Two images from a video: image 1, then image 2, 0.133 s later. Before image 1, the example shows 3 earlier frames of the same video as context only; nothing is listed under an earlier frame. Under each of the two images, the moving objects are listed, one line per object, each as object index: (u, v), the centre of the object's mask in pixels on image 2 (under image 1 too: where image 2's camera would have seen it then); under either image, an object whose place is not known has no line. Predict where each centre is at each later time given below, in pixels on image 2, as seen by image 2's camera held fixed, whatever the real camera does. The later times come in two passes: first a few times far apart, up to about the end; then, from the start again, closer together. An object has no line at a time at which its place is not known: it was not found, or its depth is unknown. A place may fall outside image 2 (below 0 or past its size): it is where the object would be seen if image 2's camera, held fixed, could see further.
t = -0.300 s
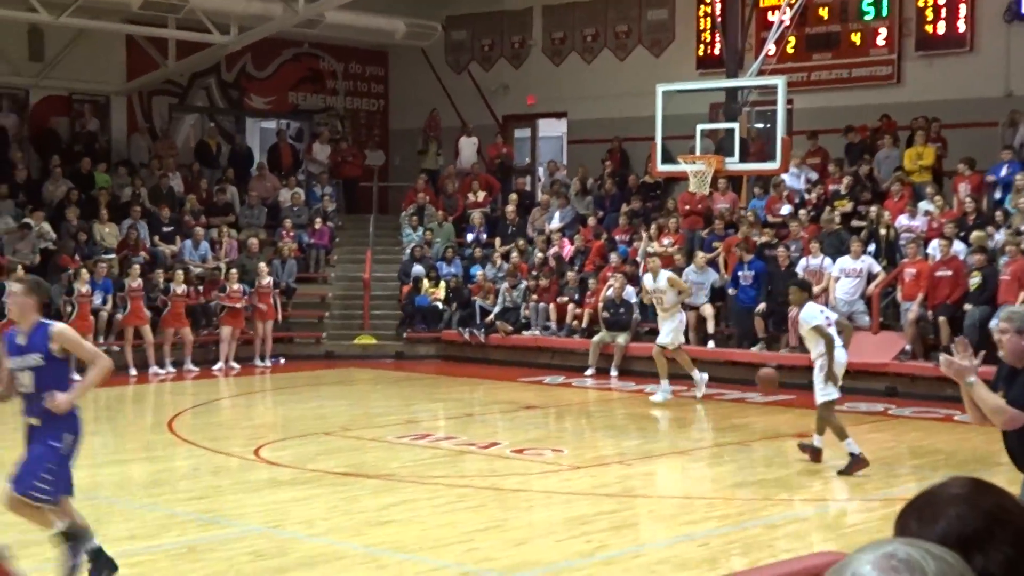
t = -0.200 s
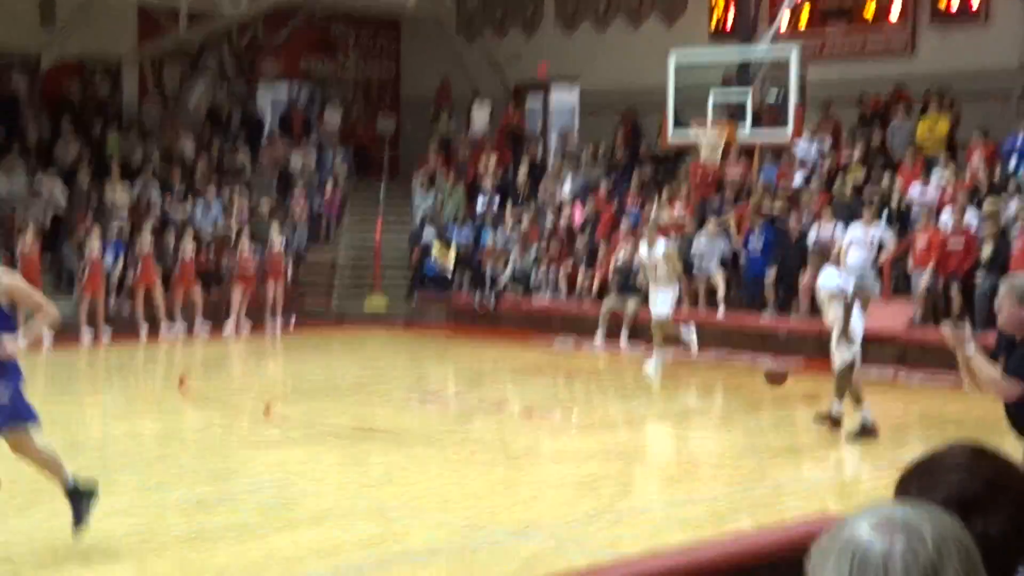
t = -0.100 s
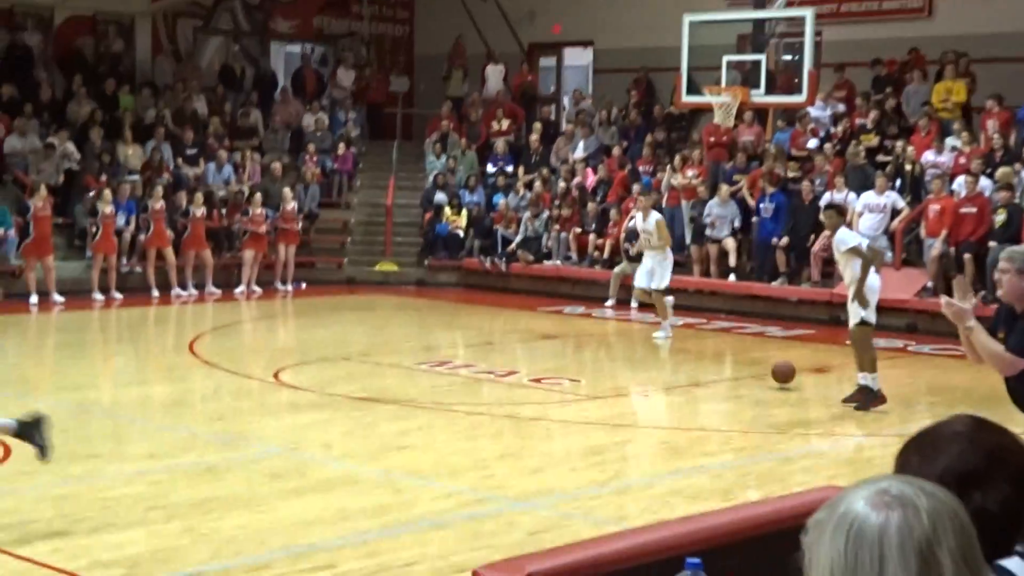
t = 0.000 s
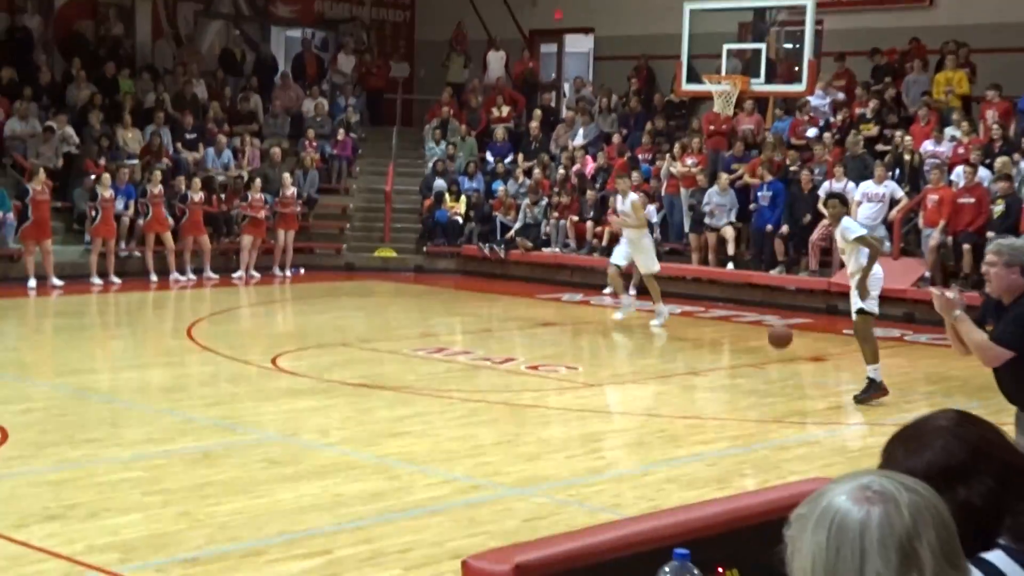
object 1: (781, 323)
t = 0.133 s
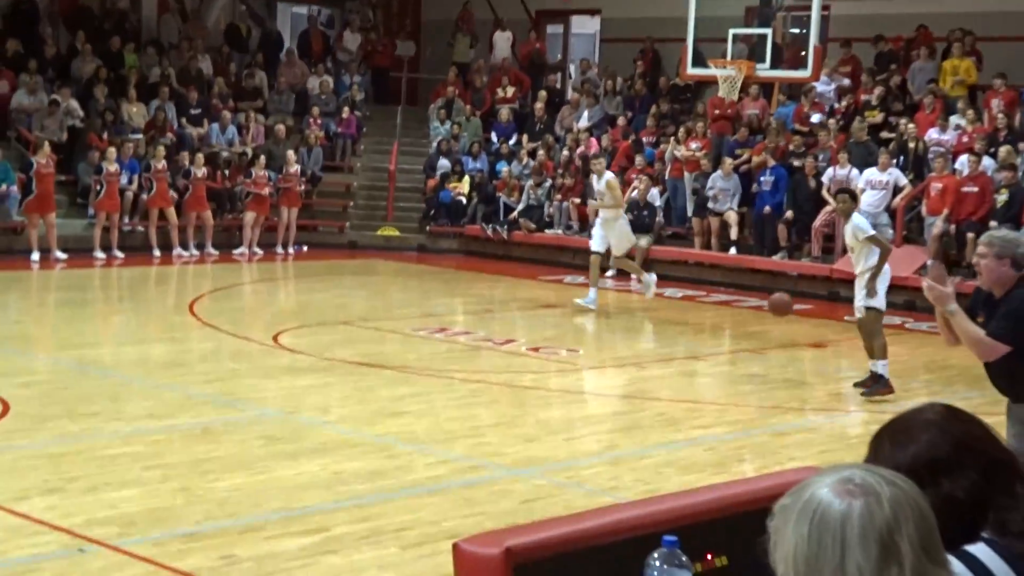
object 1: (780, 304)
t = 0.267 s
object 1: (779, 304)
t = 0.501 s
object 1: (774, 347)
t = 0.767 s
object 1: (771, 342)
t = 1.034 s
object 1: (766, 364)
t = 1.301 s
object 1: (762, 372)
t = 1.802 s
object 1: (752, 399)
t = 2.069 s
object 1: (745, 421)
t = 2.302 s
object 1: (739, 445)
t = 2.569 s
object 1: (733, 459)
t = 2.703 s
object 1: (730, 459)
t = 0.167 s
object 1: (780, 303)
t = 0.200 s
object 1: (780, 302)
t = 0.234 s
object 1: (779, 302)
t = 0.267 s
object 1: (779, 304)
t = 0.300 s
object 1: (779, 306)
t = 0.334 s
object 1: (778, 310)
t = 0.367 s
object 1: (777, 316)
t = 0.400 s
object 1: (776, 322)
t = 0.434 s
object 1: (775, 330)
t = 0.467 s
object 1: (775, 339)
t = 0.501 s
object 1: (774, 347)
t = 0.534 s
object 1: (773, 359)
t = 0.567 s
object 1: (772, 371)
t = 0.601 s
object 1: (772, 368)
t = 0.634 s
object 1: (772, 360)
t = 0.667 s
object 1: (772, 354)
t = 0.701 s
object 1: (772, 349)
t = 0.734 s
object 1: (772, 345)
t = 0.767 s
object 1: (771, 342)
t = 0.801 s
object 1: (771, 340)
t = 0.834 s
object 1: (771, 340)
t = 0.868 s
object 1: (770, 340)
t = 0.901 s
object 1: (769, 343)
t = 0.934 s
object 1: (769, 346)
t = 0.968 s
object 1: (768, 351)
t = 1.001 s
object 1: (767, 357)
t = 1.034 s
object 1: (766, 364)
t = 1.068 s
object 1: (765, 373)
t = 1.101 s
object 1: (764, 382)
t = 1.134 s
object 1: (763, 394)
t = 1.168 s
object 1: (763, 388)
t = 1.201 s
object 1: (762, 382)
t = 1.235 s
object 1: (762, 377)
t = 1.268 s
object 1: (762, 374)
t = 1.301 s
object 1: (762, 372)
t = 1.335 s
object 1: (761, 372)
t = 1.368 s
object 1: (760, 372)
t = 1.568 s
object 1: (756, 404)
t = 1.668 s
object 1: (754, 403)
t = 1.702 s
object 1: (754, 400)
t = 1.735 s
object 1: (753, 398)
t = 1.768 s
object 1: (753, 398)
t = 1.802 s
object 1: (752, 399)
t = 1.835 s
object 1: (751, 401)
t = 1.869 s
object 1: (750, 405)
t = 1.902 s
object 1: (749, 411)
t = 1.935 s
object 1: (748, 418)
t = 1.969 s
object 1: (747, 426)
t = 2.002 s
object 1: (746, 427)
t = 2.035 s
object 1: (746, 423)
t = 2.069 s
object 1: (745, 421)
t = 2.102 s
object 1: (745, 420)
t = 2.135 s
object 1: (743, 421)
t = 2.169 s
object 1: (743, 423)
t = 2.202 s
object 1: (742, 426)
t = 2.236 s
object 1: (741, 431)
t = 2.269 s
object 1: (740, 438)
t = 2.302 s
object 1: (739, 445)
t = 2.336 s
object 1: (738, 441)
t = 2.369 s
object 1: (738, 439)
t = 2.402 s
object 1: (737, 439)
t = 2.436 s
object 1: (736, 440)
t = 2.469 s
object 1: (736, 443)
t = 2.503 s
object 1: (735, 447)
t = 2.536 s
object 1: (734, 454)
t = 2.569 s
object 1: (733, 459)
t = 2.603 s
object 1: (732, 456)
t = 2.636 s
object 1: (732, 456)
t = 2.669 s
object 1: (731, 457)
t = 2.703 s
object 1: (730, 459)
